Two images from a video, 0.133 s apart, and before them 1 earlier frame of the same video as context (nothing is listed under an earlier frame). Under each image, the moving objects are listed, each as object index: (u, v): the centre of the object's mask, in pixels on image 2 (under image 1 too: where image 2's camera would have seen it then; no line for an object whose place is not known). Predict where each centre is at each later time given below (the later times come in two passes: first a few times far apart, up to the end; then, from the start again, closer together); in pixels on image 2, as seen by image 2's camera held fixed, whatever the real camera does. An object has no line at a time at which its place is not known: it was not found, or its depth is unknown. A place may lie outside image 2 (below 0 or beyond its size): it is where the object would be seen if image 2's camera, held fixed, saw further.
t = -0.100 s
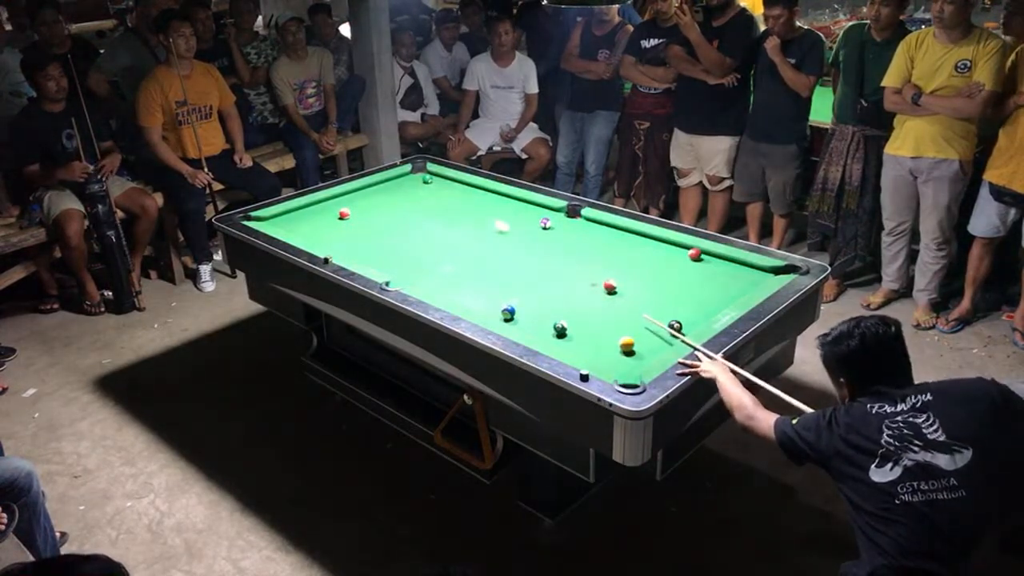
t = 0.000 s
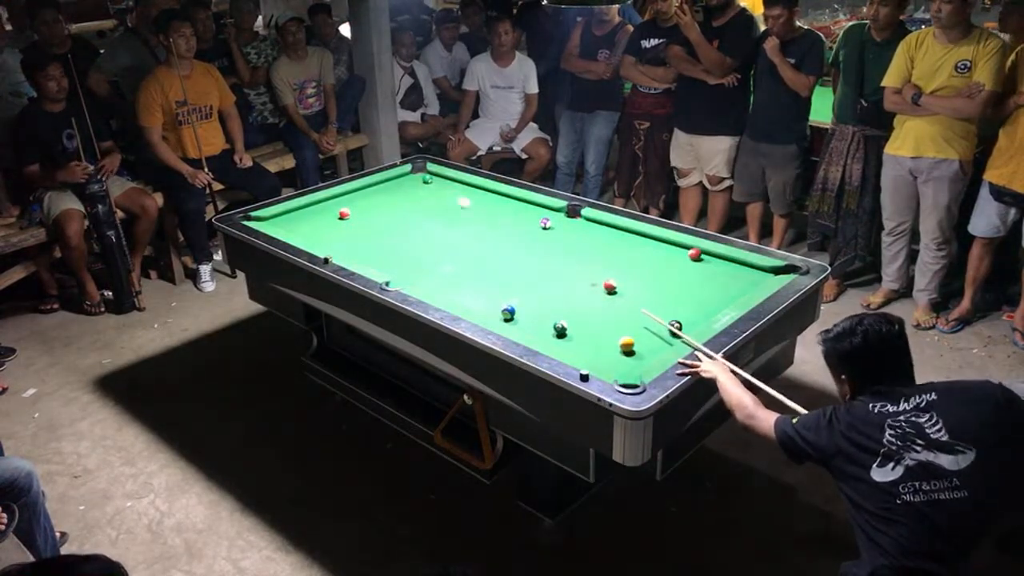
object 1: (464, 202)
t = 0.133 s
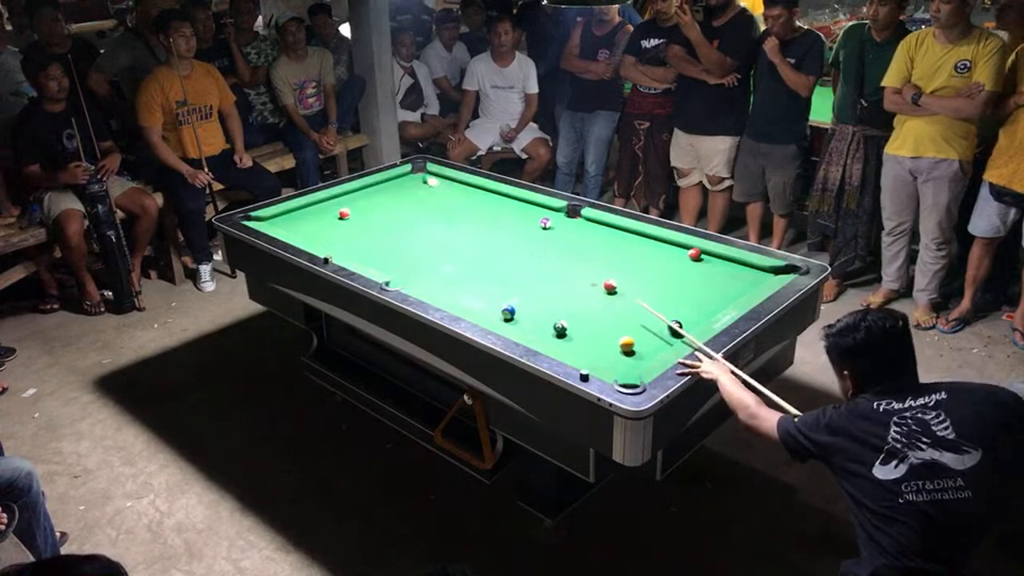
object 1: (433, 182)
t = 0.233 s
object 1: (431, 181)
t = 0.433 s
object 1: (425, 175)
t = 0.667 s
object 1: (427, 174)
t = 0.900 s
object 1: (430, 174)
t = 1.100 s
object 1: (430, 175)
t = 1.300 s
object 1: (431, 175)
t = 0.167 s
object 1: (431, 181)
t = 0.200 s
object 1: (431, 181)
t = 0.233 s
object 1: (431, 181)
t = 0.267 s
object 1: (431, 180)
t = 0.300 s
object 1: (429, 179)
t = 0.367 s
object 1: (427, 177)
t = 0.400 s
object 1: (426, 176)
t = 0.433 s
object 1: (425, 175)
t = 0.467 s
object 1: (424, 174)
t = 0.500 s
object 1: (424, 174)
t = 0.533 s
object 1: (425, 174)
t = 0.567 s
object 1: (425, 174)
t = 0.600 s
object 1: (426, 174)
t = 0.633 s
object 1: (426, 174)
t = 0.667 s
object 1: (427, 174)
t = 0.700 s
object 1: (428, 174)
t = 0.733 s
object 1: (429, 173)
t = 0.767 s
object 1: (430, 173)
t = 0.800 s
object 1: (430, 173)
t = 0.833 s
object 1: (430, 174)
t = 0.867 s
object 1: (430, 174)
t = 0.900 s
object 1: (430, 174)
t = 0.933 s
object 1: (430, 174)
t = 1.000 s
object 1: (430, 174)
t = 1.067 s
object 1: (430, 175)
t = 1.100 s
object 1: (430, 175)
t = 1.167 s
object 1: (431, 175)
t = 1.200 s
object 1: (431, 175)
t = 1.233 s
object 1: (431, 175)
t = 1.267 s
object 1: (431, 175)
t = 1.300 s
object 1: (431, 175)
